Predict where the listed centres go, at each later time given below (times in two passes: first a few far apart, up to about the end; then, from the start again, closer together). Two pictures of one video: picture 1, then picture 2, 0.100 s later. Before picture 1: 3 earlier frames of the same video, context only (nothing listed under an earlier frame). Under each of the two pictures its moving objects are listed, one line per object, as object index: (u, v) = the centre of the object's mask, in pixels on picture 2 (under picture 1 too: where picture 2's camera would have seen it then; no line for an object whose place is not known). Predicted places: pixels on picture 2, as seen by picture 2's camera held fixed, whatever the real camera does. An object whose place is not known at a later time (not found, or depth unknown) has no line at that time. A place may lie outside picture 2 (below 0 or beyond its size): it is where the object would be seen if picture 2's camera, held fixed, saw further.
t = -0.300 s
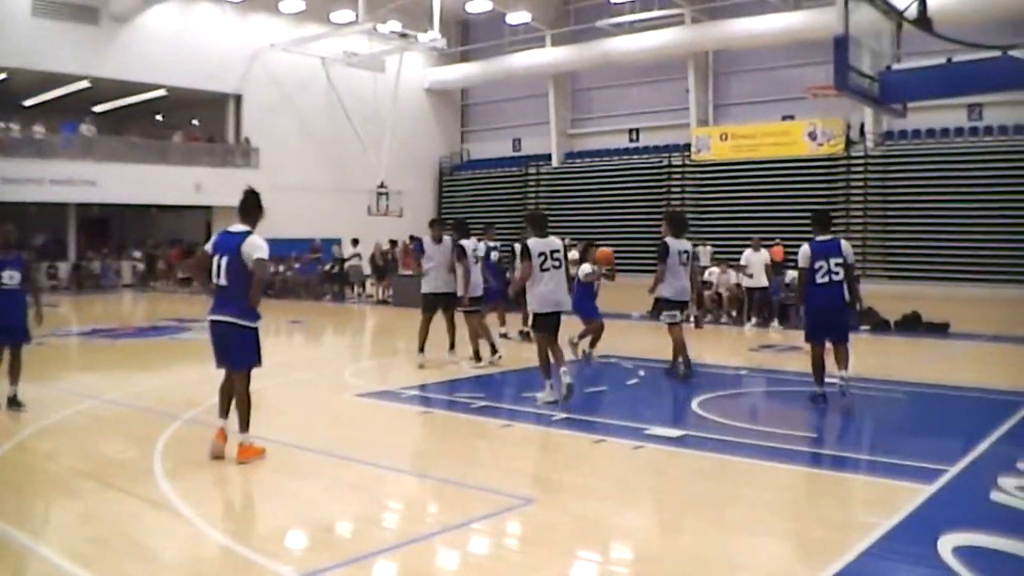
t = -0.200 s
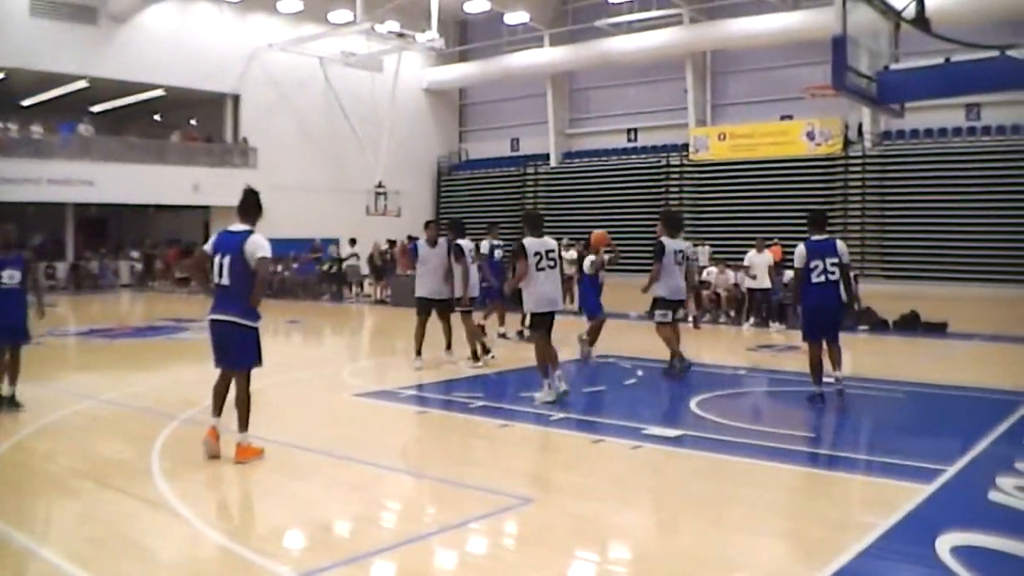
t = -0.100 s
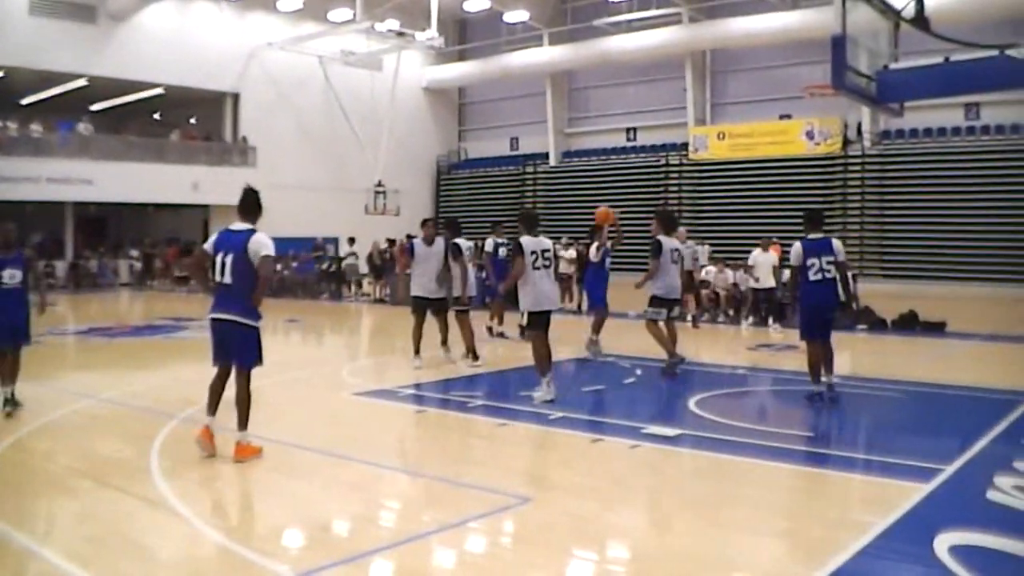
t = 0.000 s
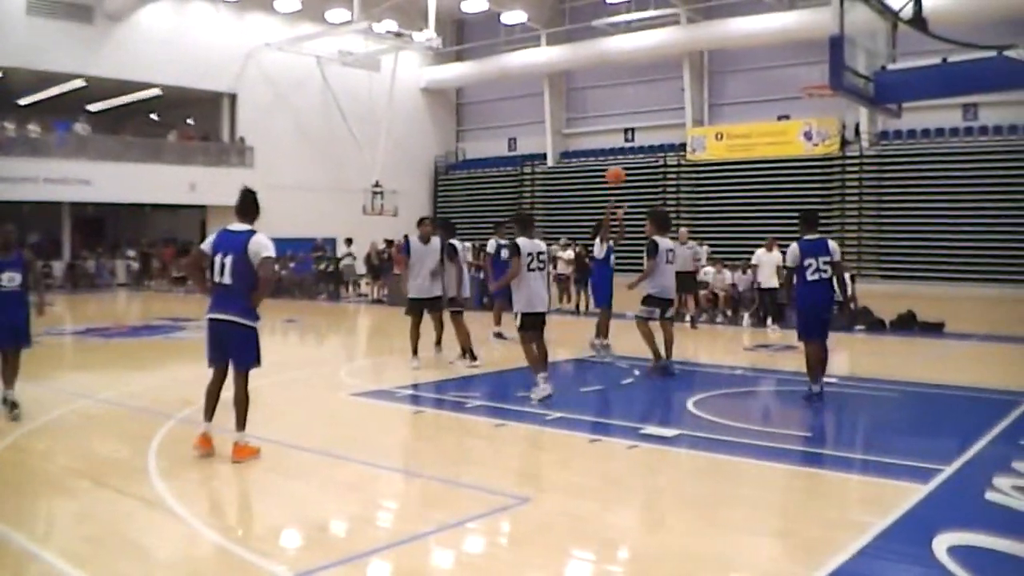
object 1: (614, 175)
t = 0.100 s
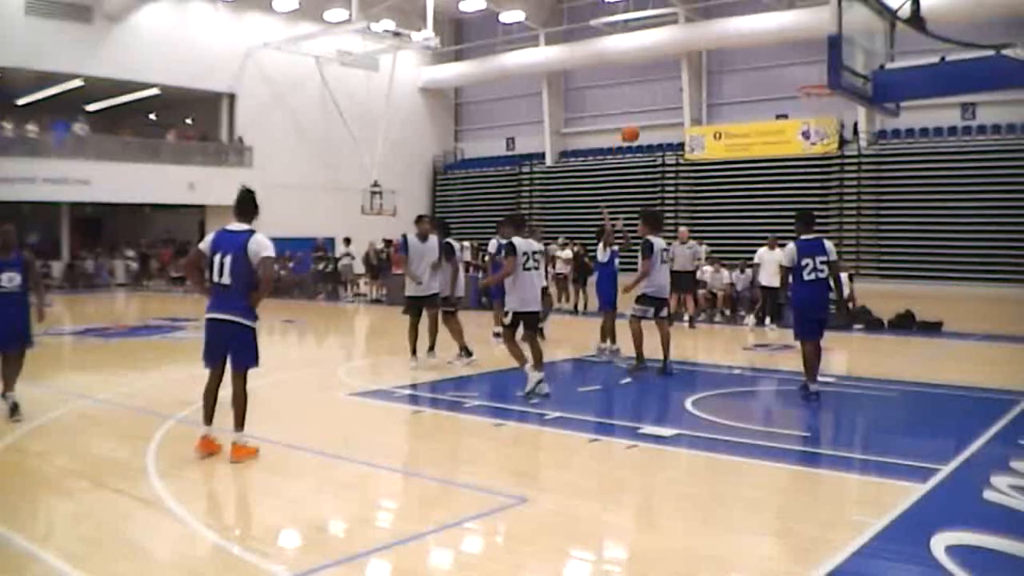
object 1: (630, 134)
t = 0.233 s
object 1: (653, 87)
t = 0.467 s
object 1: (699, 35)
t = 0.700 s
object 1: (752, 25)
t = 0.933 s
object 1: (813, 67)
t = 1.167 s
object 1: (805, 70)
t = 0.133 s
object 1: (635, 121)
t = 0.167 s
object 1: (641, 109)
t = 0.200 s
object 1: (647, 98)
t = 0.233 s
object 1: (653, 87)
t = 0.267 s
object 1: (659, 77)
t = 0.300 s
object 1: (665, 68)
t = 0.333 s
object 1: (671, 60)
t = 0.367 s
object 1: (678, 53)
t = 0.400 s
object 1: (685, 46)
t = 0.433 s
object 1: (692, 40)
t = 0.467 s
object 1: (699, 35)
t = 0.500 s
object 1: (707, 30)
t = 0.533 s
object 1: (714, 27)
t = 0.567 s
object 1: (721, 24)
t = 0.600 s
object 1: (728, 23)
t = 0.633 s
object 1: (736, 22)
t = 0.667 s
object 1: (744, 22)
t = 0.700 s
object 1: (752, 25)
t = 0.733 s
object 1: (760, 28)
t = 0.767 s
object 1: (769, 32)
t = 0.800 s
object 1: (777, 37)
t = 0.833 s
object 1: (786, 43)
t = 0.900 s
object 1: (803, 58)
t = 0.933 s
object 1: (813, 67)
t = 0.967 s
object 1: (819, 77)
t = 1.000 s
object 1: (821, 80)
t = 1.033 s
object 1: (821, 87)
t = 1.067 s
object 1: (821, 85)
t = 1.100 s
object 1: (818, 78)
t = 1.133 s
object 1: (812, 73)
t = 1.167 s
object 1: (805, 70)
